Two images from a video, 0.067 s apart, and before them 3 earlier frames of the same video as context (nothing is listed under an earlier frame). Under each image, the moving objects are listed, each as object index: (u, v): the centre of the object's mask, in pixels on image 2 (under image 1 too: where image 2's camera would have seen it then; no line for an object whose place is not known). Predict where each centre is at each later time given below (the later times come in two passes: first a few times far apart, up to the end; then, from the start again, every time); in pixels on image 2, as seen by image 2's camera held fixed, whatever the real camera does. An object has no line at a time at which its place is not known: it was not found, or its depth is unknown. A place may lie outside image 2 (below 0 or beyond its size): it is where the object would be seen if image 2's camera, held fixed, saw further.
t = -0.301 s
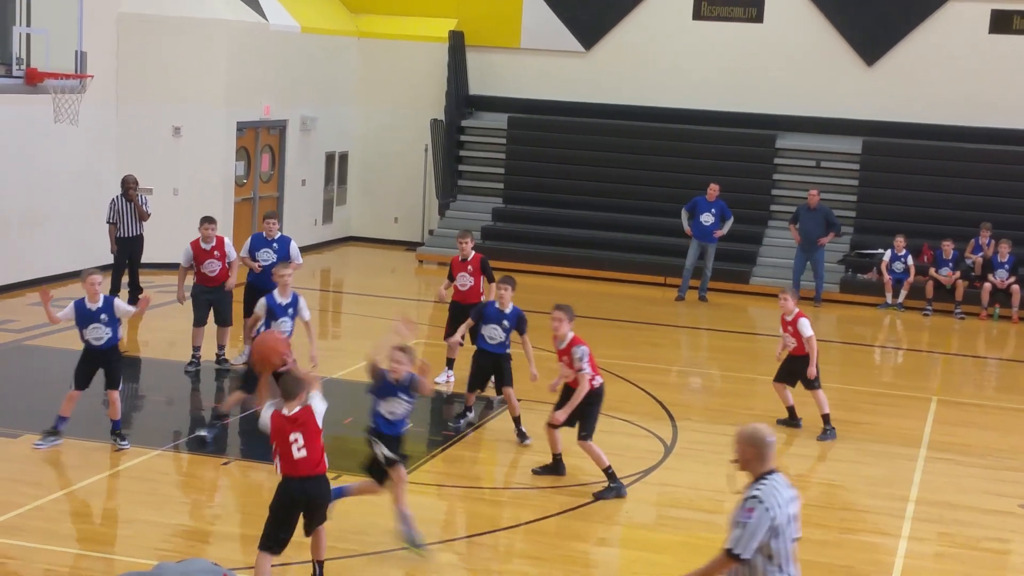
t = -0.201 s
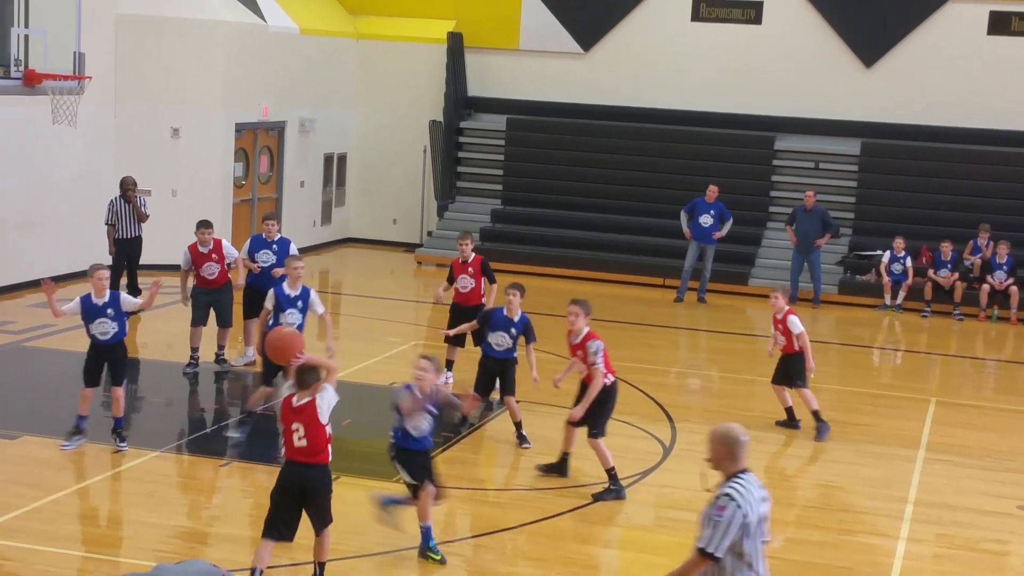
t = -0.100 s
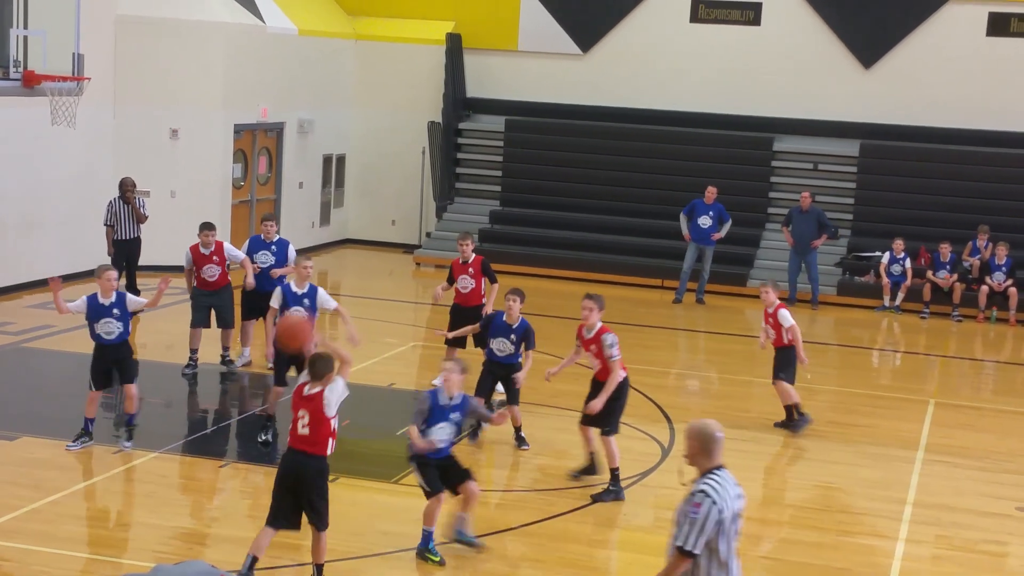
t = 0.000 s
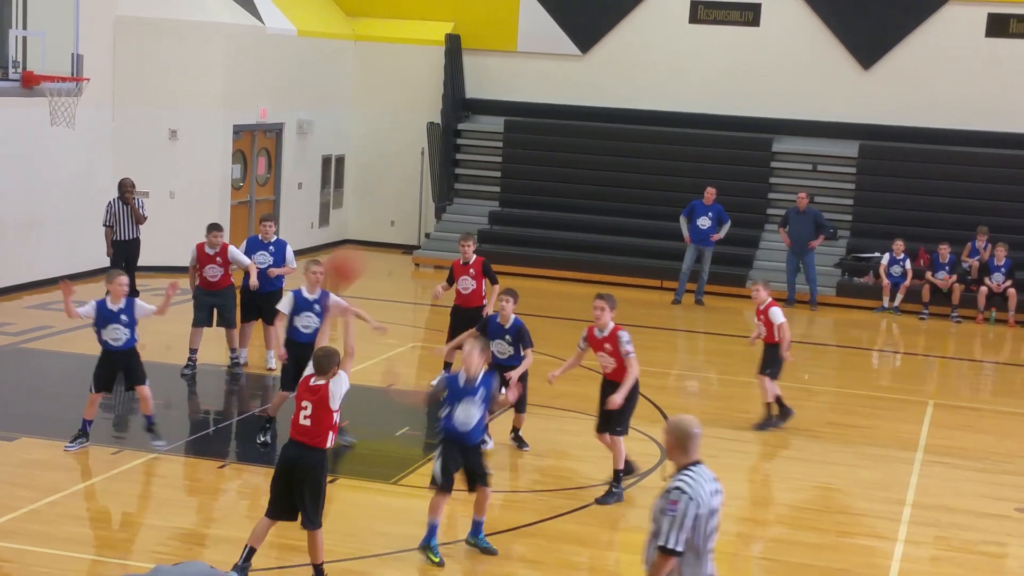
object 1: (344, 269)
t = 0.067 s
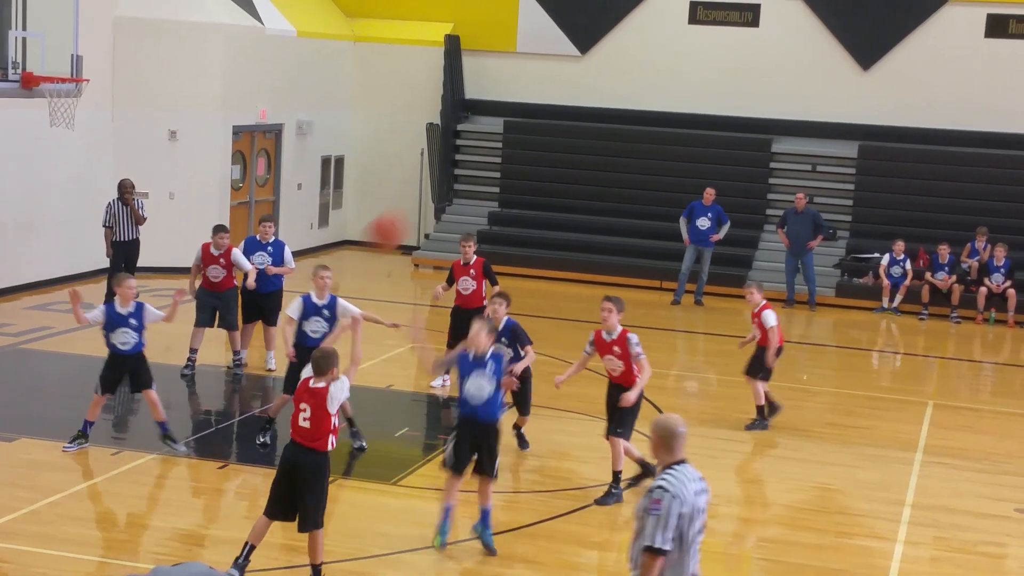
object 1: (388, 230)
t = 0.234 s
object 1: (492, 171)
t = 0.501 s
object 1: (624, 164)
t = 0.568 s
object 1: (654, 177)
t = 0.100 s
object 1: (409, 215)
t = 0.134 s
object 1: (433, 199)
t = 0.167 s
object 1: (451, 190)
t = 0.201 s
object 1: (470, 180)
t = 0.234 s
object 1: (492, 171)
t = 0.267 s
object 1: (511, 165)
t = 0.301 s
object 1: (526, 161)
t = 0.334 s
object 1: (544, 158)
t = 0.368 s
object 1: (561, 156)
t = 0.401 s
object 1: (578, 156)
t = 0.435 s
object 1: (594, 157)
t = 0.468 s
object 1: (610, 160)
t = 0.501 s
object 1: (624, 164)
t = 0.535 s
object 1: (639, 170)
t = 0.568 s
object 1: (654, 177)
